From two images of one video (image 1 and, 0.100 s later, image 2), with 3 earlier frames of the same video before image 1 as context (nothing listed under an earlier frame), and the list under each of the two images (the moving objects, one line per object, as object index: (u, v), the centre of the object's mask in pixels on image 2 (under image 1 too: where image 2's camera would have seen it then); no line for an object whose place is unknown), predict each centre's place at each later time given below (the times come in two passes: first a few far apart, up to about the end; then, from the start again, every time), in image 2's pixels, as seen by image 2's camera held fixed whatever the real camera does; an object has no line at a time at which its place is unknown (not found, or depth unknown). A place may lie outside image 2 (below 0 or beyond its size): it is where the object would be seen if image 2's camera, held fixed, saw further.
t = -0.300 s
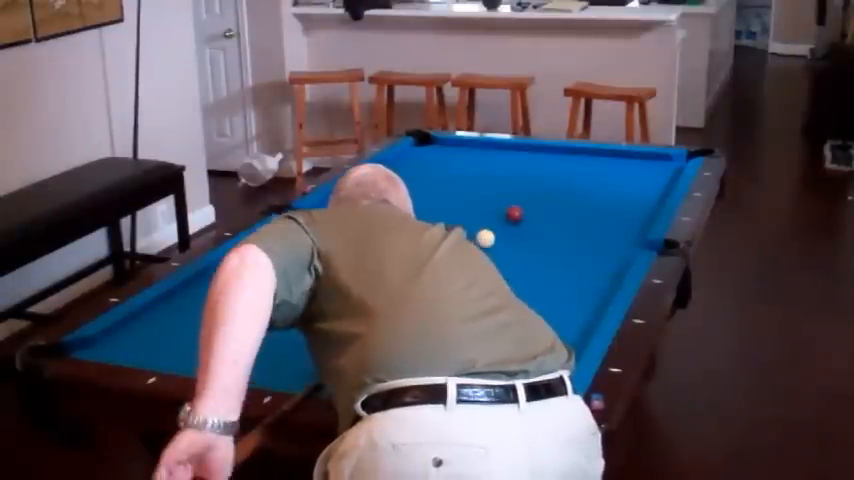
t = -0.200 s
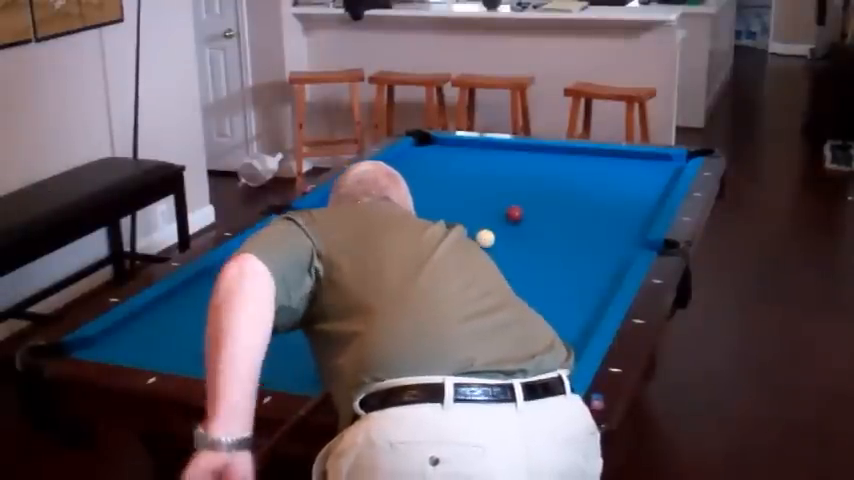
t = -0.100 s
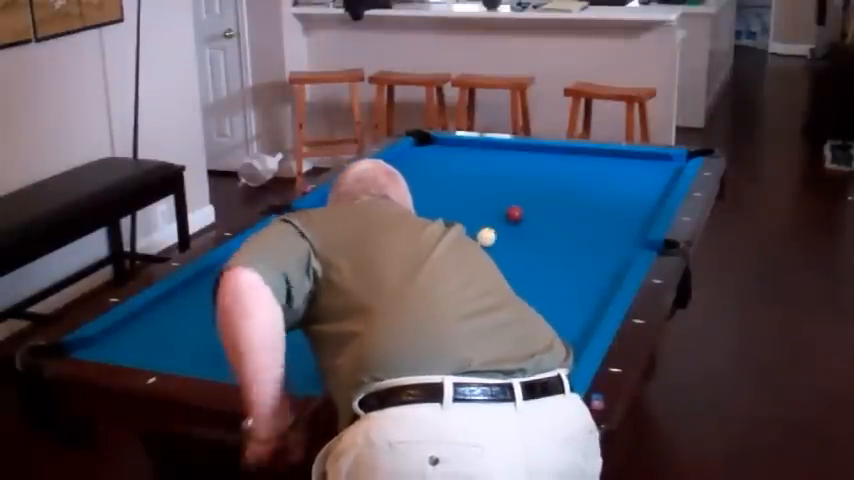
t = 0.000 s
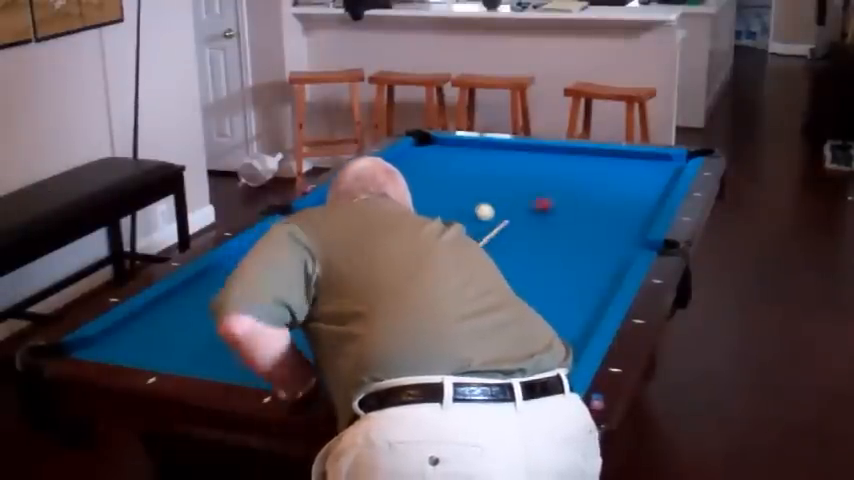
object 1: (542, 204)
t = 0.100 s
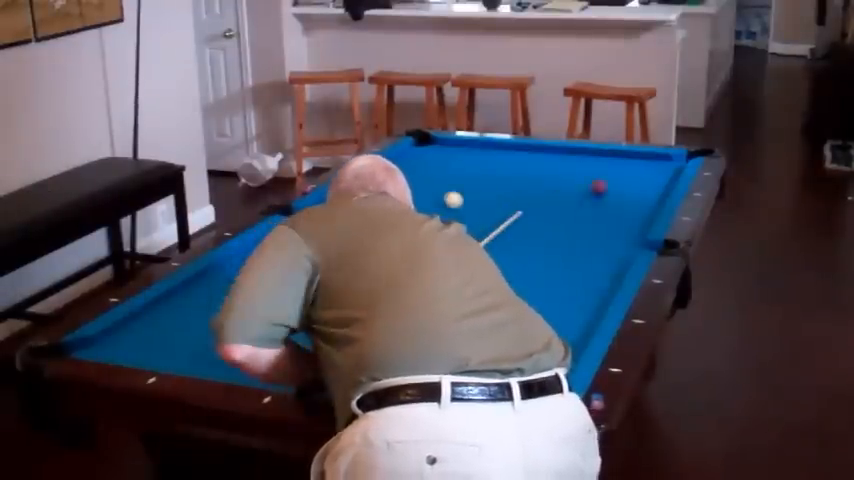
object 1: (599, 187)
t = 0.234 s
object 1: (659, 167)
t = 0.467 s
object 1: (687, 156)
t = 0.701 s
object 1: (686, 155)
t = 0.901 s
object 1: (692, 154)
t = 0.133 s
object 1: (614, 183)
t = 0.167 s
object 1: (629, 178)
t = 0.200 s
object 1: (644, 173)
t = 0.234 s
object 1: (659, 167)
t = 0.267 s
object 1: (672, 165)
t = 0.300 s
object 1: (681, 160)
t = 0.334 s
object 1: (680, 155)
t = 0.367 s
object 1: (683, 155)
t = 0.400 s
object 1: (688, 156)
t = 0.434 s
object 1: (688, 155)
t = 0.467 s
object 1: (687, 156)
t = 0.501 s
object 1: (685, 156)
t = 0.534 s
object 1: (683, 155)
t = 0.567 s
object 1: (682, 155)
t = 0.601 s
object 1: (683, 155)
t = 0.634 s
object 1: (684, 155)
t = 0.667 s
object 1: (685, 155)
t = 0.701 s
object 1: (686, 155)
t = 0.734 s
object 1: (687, 155)
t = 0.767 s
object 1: (688, 155)
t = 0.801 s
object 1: (690, 155)
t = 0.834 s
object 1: (691, 155)
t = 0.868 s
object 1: (691, 155)
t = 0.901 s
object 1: (692, 154)
